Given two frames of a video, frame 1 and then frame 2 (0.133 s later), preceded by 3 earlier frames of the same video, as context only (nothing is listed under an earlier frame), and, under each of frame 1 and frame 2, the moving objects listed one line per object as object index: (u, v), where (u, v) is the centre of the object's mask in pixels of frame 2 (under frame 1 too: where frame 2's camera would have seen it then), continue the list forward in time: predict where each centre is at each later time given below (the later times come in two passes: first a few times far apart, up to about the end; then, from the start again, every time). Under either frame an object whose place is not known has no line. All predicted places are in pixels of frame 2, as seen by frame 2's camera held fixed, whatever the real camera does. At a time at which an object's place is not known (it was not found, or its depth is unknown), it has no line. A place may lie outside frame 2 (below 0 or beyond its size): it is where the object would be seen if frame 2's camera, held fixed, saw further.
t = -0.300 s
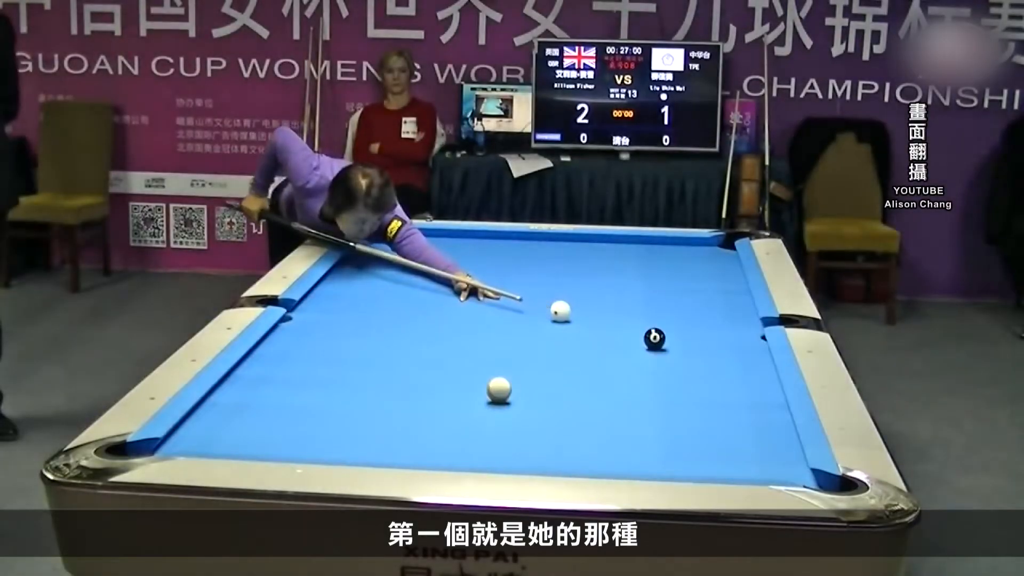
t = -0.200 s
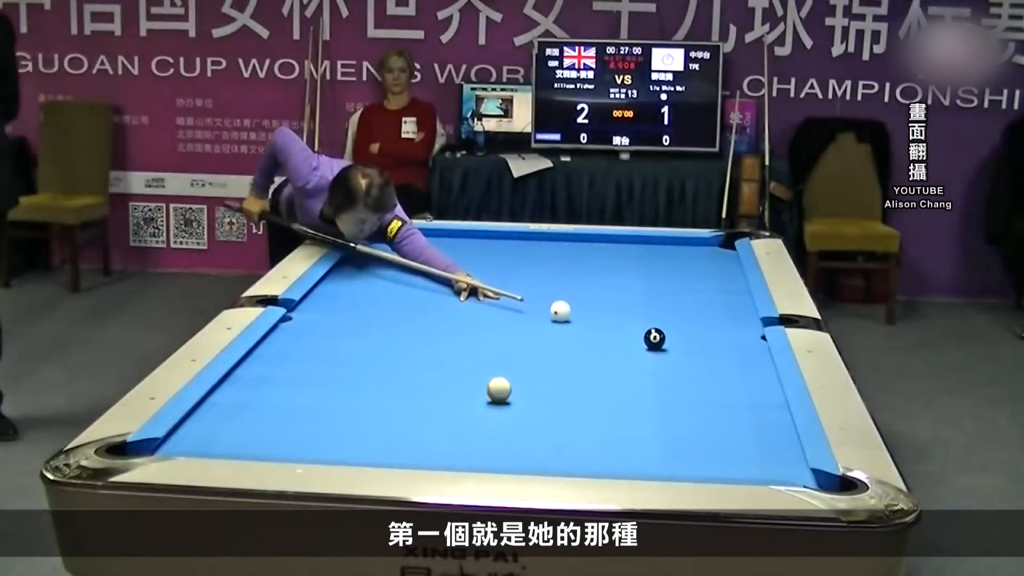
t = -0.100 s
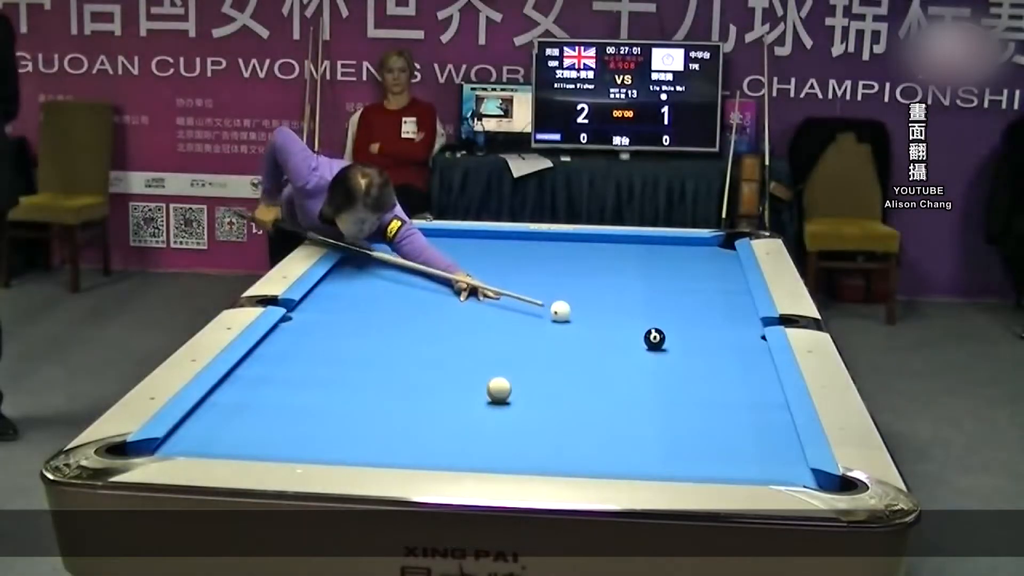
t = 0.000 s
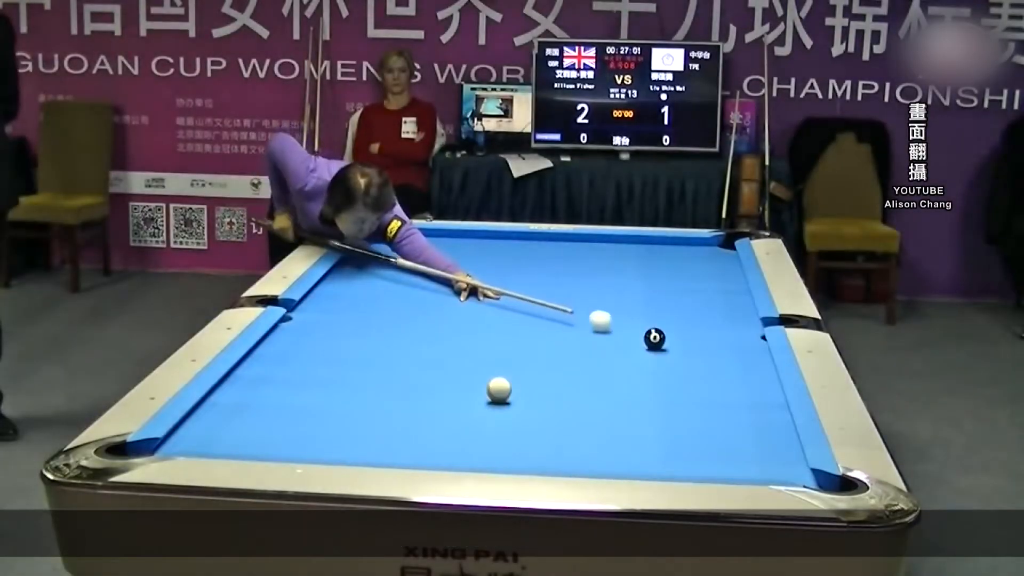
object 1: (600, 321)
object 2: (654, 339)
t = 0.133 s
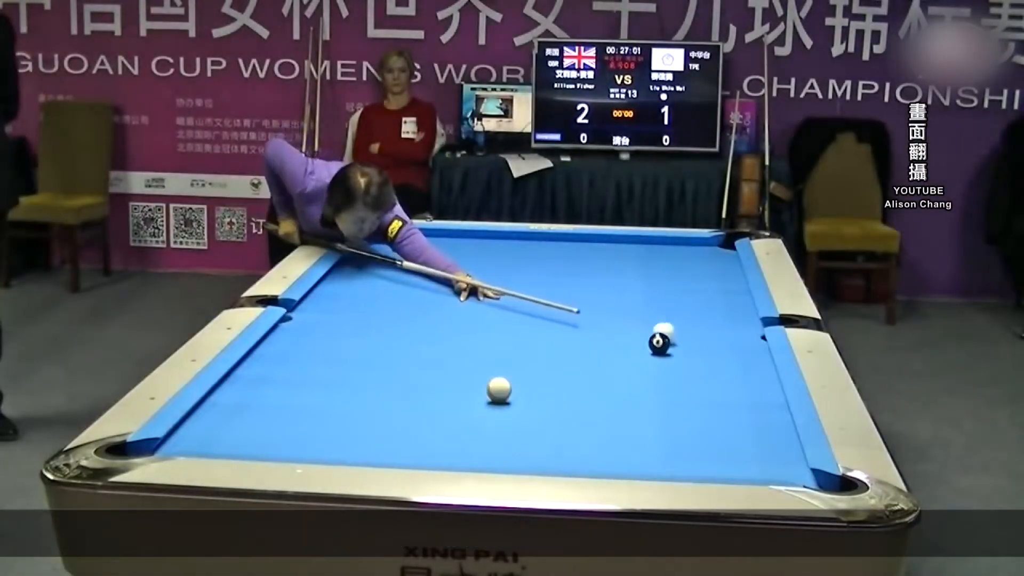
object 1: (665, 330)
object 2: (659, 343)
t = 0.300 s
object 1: (729, 337)
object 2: (677, 361)
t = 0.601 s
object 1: (701, 339)
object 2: (707, 392)
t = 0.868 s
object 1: (646, 340)
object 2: (736, 421)
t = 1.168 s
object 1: (587, 341)
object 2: (773, 459)
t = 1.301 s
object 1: (561, 342)
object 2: (791, 473)
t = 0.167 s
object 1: (677, 334)
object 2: (663, 347)
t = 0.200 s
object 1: (690, 335)
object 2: (667, 351)
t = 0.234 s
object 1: (702, 336)
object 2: (670, 355)
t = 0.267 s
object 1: (716, 336)
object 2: (674, 358)
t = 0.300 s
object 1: (729, 337)
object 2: (677, 361)
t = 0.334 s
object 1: (743, 338)
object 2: (680, 365)
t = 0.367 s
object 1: (755, 339)
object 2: (683, 368)
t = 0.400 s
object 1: (747, 339)
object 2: (686, 371)
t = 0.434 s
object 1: (738, 339)
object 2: (690, 374)
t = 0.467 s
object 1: (729, 339)
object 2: (693, 378)
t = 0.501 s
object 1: (721, 339)
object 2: (697, 381)
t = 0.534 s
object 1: (714, 339)
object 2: (700, 384)
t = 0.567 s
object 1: (707, 340)
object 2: (703, 388)
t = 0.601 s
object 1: (701, 339)
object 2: (707, 392)
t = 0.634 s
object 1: (694, 340)
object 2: (710, 395)
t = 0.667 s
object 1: (687, 339)
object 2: (714, 398)
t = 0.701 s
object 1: (680, 340)
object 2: (718, 402)
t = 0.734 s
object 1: (674, 340)
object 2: (721, 406)
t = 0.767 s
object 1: (667, 340)
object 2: (725, 410)
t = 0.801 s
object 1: (660, 340)
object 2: (729, 413)
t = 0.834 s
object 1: (653, 340)
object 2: (733, 417)
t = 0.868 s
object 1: (646, 340)
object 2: (736, 421)
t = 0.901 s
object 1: (640, 340)
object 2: (740, 425)
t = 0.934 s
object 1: (633, 341)
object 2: (744, 430)
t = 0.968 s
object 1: (627, 341)
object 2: (748, 434)
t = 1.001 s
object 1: (620, 341)
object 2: (752, 437)
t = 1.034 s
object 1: (614, 341)
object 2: (756, 442)
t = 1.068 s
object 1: (607, 341)
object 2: (760, 446)
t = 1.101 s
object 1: (600, 341)
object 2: (765, 450)
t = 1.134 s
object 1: (594, 341)
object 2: (769, 454)
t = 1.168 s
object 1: (587, 341)
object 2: (773, 459)
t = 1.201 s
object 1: (581, 341)
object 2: (778, 463)
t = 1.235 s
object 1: (574, 341)
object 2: (782, 466)
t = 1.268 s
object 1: (568, 342)
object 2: (787, 470)
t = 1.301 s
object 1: (561, 342)
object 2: (791, 473)
